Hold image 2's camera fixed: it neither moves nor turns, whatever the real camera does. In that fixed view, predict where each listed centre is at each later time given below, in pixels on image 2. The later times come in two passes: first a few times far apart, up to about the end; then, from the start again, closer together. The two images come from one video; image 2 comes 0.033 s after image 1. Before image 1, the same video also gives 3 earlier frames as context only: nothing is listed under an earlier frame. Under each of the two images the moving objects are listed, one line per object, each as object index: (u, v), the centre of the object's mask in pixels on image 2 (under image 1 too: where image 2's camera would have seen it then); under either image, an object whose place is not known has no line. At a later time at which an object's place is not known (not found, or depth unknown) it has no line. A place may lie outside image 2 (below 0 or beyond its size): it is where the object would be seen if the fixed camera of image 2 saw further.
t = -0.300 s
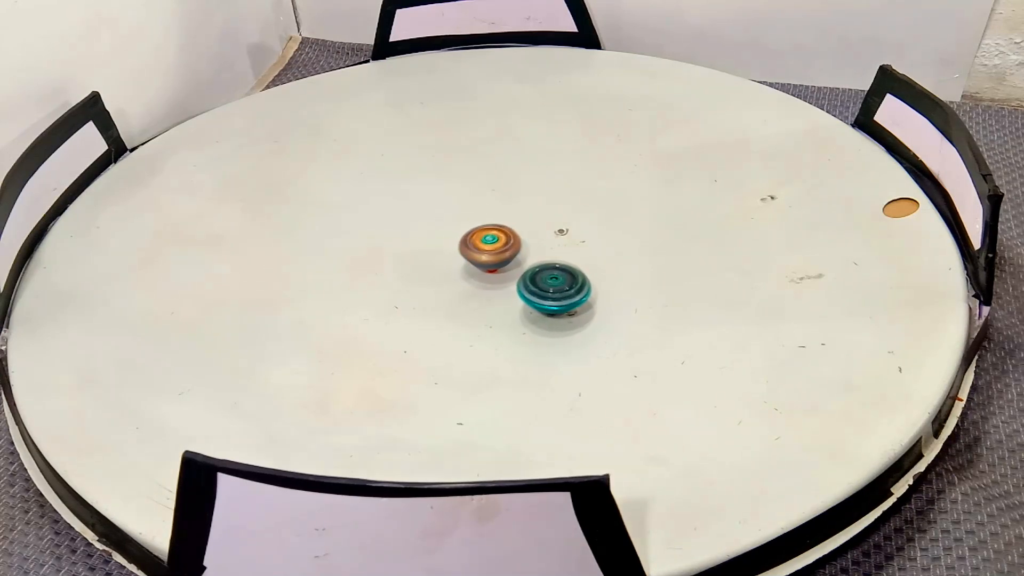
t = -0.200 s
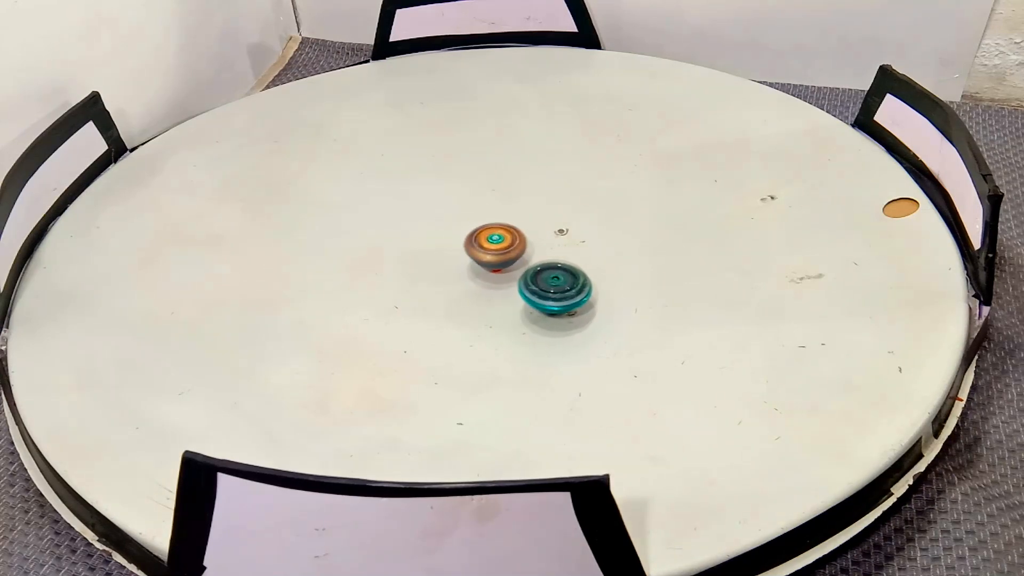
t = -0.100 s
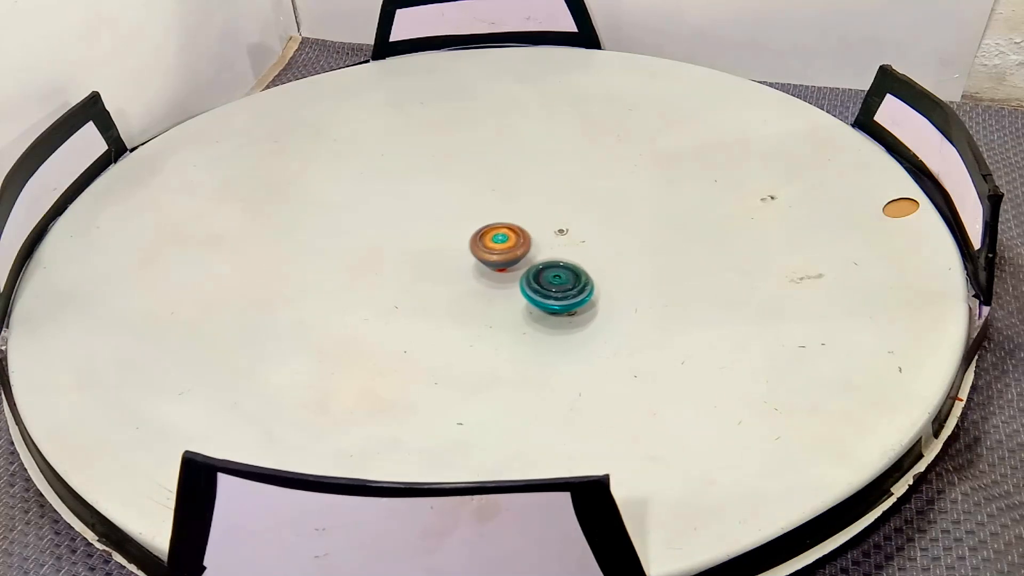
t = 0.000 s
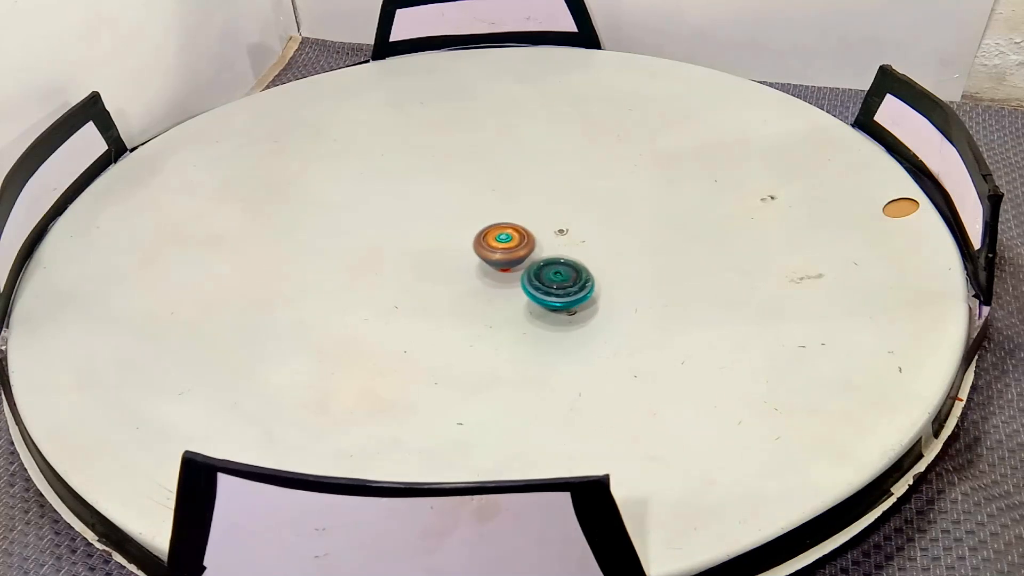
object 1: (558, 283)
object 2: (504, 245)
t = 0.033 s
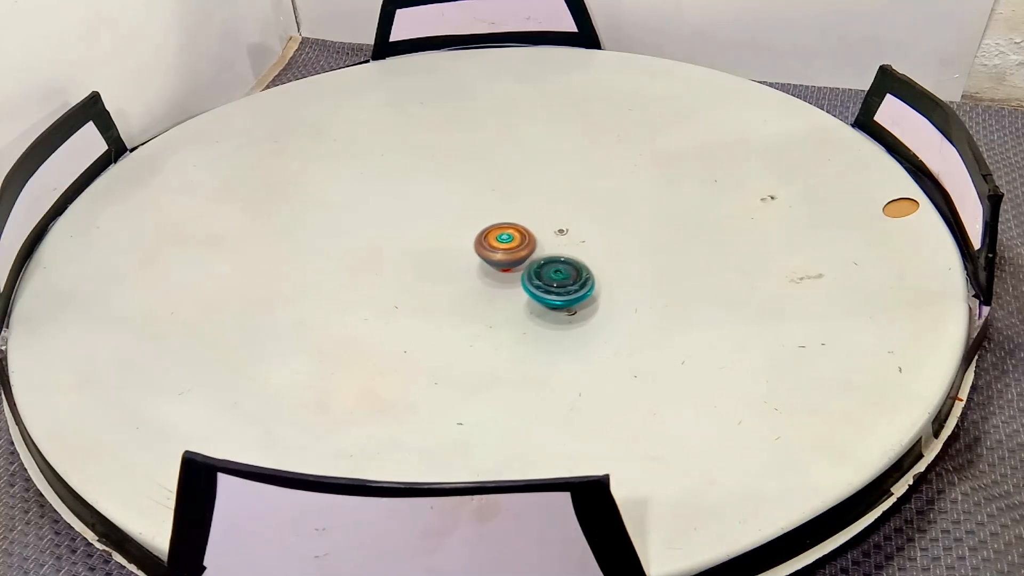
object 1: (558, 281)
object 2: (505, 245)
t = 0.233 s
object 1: (565, 275)
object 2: (505, 243)
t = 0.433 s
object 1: (575, 272)
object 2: (495, 239)
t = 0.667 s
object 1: (577, 270)
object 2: (483, 241)
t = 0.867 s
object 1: (570, 268)
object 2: (476, 249)
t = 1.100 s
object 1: (553, 265)
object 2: (475, 260)
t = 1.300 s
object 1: (545, 261)
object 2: (474, 267)
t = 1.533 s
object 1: (544, 254)
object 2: (477, 271)
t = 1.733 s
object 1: (550, 246)
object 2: (476, 271)
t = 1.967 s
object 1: (557, 240)
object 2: (475, 266)
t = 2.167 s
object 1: (559, 239)
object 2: (473, 260)
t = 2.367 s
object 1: (559, 238)
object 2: (470, 254)
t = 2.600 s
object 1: (553, 237)
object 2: (465, 248)
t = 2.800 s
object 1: (544, 234)
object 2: (461, 245)
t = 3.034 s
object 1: (533, 229)
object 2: (461, 244)
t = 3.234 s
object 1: (527, 225)
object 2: (466, 245)
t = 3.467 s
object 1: (534, 221)
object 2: (464, 249)
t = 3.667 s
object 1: (541, 222)
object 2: (469, 253)
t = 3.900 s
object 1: (545, 227)
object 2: (479, 255)
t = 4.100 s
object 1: (550, 229)
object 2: (476, 257)
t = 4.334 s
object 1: (549, 230)
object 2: (465, 264)
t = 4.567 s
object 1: (541, 230)
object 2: (465, 270)
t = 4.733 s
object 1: (532, 229)
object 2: (470, 272)
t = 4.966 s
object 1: (520, 227)
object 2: (478, 268)
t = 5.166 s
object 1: (515, 222)
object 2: (479, 261)
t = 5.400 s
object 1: (520, 214)
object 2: (466, 264)
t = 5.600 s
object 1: (529, 215)
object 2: (461, 268)
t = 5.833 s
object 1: (537, 223)
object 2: (463, 270)
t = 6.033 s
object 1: (534, 233)
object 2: (468, 267)
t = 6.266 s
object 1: (532, 234)
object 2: (461, 266)
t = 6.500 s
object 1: (527, 232)
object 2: (450, 271)
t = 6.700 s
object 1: (525, 230)
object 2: (451, 274)
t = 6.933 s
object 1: (523, 230)
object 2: (459, 271)
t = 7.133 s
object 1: (522, 231)
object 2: (464, 264)
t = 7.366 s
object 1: (522, 232)
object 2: (462, 255)
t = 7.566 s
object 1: (520, 232)
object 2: (452, 250)
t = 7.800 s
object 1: (516, 233)
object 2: (443, 250)
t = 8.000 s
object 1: (509, 233)
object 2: (444, 251)
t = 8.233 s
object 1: (514, 232)
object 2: (440, 255)
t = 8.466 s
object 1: (520, 235)
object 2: (446, 260)
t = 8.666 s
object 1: (522, 240)
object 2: (456, 259)
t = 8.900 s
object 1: (524, 245)
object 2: (451, 261)
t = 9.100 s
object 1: (519, 250)
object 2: (451, 264)
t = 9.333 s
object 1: (521, 250)
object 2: (450, 266)
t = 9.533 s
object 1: (522, 250)
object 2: (454, 266)
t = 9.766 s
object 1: (524, 250)
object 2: (450, 262)
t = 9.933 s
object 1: (524, 249)
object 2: (449, 259)
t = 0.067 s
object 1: (558, 279)
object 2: (506, 245)
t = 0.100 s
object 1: (559, 278)
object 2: (507, 246)
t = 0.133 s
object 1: (559, 276)
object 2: (508, 246)
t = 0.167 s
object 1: (559, 275)
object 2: (508, 246)
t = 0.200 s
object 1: (560, 274)
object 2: (508, 246)
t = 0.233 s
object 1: (565, 275)
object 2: (505, 243)
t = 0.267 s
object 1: (568, 276)
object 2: (503, 242)
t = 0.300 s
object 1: (569, 276)
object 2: (502, 241)
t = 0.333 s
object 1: (571, 275)
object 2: (500, 240)
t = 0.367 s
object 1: (573, 274)
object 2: (498, 239)
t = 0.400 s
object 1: (574, 273)
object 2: (497, 239)
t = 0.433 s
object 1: (575, 272)
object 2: (495, 239)
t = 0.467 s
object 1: (577, 272)
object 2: (493, 238)
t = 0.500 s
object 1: (577, 271)
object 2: (491, 238)
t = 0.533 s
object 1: (578, 271)
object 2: (489, 239)
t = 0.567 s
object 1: (577, 271)
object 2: (487, 239)
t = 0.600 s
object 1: (577, 271)
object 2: (486, 240)
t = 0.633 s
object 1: (577, 271)
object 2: (484, 240)
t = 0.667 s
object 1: (577, 270)
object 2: (483, 241)
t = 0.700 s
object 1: (576, 270)
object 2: (481, 242)
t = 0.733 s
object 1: (575, 269)
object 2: (480, 243)
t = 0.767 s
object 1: (574, 269)
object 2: (479, 244)
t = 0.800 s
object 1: (573, 269)
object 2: (478, 246)
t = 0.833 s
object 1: (572, 268)
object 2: (476, 247)
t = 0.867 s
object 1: (570, 268)
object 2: (476, 249)
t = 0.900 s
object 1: (568, 268)
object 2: (475, 250)
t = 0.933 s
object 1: (566, 267)
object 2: (475, 252)
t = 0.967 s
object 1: (563, 267)
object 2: (474, 254)
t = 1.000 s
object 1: (561, 267)
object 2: (474, 255)
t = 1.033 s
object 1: (558, 266)
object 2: (474, 257)
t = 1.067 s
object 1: (556, 266)
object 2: (474, 258)
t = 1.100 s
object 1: (553, 265)
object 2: (475, 260)
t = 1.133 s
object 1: (551, 265)
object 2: (475, 261)
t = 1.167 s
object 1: (548, 264)
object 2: (476, 263)
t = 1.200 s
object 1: (547, 264)
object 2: (476, 264)
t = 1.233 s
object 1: (546, 263)
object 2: (474, 265)
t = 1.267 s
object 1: (546, 262)
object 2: (474, 266)
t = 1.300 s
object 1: (545, 261)
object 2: (474, 267)
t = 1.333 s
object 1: (545, 260)
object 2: (474, 268)
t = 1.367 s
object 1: (544, 259)
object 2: (474, 269)
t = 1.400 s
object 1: (544, 258)
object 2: (475, 269)
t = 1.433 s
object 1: (544, 257)
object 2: (476, 270)
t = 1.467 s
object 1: (544, 256)
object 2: (476, 270)
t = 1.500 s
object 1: (544, 255)
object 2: (477, 271)
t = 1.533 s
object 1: (544, 254)
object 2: (477, 271)
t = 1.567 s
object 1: (545, 253)
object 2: (477, 271)
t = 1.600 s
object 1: (547, 251)
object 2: (477, 271)
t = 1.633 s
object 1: (548, 250)
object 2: (477, 271)
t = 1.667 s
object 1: (549, 249)
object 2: (476, 271)
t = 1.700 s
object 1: (550, 248)
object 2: (476, 271)
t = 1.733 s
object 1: (550, 246)
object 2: (476, 271)
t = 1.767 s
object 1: (552, 245)
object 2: (476, 270)
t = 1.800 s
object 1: (553, 244)
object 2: (476, 270)
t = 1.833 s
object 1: (554, 243)
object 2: (475, 269)
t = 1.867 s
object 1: (555, 242)
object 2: (475, 268)
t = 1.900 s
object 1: (556, 242)
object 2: (475, 268)
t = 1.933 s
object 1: (557, 241)
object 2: (475, 267)
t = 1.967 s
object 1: (557, 240)
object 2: (475, 266)
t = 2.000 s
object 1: (558, 240)
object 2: (475, 265)
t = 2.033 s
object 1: (558, 240)
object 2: (475, 264)
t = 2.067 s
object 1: (559, 239)
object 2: (474, 263)
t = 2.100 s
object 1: (559, 239)
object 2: (474, 262)
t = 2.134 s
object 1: (559, 239)
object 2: (474, 261)
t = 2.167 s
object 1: (559, 239)
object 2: (473, 260)
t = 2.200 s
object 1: (559, 239)
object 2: (473, 259)
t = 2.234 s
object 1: (559, 238)
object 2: (472, 258)
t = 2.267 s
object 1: (559, 238)
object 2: (472, 257)
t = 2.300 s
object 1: (559, 238)
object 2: (471, 256)
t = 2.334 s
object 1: (559, 238)
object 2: (471, 255)
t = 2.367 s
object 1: (559, 238)
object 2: (470, 254)
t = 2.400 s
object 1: (558, 238)
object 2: (470, 253)
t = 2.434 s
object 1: (558, 238)
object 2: (469, 252)
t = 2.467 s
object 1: (557, 238)
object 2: (468, 251)
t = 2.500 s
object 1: (556, 238)
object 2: (467, 250)
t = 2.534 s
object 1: (555, 237)
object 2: (467, 249)
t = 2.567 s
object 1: (554, 237)
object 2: (466, 249)
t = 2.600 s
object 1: (553, 237)
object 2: (465, 248)
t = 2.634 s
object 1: (552, 236)
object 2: (464, 247)
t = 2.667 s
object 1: (550, 236)
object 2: (464, 246)
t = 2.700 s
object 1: (549, 235)
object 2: (463, 246)
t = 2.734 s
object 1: (547, 235)
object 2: (462, 246)
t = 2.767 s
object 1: (545, 234)
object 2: (462, 245)
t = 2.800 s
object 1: (544, 234)
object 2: (461, 245)
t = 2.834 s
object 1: (542, 233)
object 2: (461, 245)
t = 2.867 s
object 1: (541, 232)
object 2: (461, 244)
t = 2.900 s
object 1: (539, 232)
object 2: (461, 244)
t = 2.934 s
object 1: (538, 231)
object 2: (461, 244)
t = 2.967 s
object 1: (536, 231)
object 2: (461, 244)
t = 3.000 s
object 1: (535, 230)
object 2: (461, 244)
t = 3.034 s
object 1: (533, 229)
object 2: (461, 244)
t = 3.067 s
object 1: (532, 228)
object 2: (462, 244)
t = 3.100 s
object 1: (531, 228)
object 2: (462, 245)
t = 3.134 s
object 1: (530, 227)
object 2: (463, 245)
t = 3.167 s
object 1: (529, 226)
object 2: (464, 245)
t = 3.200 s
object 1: (527, 226)
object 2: (465, 245)
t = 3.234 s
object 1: (527, 225)
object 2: (466, 245)
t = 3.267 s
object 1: (527, 224)
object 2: (466, 246)
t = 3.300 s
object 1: (528, 224)
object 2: (464, 247)
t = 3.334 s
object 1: (529, 223)
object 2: (464, 247)
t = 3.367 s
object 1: (530, 222)
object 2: (464, 247)
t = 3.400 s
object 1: (531, 222)
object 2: (464, 248)
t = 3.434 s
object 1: (533, 222)
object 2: (464, 248)
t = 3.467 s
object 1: (534, 221)
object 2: (464, 249)
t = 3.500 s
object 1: (535, 221)
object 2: (464, 250)
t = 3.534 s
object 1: (536, 221)
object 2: (465, 250)
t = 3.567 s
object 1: (538, 221)
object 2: (466, 251)
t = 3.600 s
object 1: (539, 221)
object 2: (467, 252)
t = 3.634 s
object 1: (540, 222)
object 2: (468, 252)
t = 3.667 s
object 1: (541, 222)
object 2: (469, 253)
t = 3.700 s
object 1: (542, 223)
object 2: (470, 253)
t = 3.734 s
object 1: (543, 223)
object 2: (472, 254)
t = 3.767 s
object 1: (543, 224)
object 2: (473, 254)
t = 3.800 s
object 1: (544, 225)
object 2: (474, 254)
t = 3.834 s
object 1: (544, 225)
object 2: (476, 255)
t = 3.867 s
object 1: (545, 226)
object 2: (477, 255)
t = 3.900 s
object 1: (545, 227)
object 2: (479, 255)
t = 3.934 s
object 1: (545, 228)
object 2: (480, 255)
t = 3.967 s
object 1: (545, 228)
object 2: (482, 254)
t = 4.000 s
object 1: (544, 229)
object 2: (483, 254)
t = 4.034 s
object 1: (544, 230)
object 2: (485, 254)
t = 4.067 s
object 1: (547, 229)
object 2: (480, 255)
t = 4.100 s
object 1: (550, 229)
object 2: (476, 257)
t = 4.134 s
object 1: (550, 230)
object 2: (475, 258)
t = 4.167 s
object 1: (550, 229)
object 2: (472, 258)
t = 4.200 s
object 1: (550, 229)
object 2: (470, 260)
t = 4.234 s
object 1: (550, 229)
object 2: (469, 261)
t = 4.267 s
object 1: (550, 229)
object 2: (468, 262)
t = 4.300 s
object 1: (550, 229)
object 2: (466, 263)
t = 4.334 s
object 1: (549, 230)
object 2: (465, 264)
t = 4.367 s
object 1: (548, 230)
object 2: (464, 265)
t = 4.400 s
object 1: (548, 230)
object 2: (464, 266)
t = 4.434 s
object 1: (547, 230)
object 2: (464, 267)
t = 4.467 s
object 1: (545, 230)
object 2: (464, 268)
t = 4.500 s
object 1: (544, 230)
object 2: (464, 269)
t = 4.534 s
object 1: (542, 230)
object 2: (465, 270)
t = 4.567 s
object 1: (541, 230)
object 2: (465, 270)
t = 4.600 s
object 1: (539, 230)
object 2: (466, 271)
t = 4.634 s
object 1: (537, 230)
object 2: (467, 271)
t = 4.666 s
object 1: (535, 230)
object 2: (468, 272)
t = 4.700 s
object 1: (534, 230)
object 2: (469, 272)
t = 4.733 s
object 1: (532, 229)
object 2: (470, 272)
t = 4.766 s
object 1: (530, 229)
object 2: (471, 272)
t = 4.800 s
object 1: (528, 229)
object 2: (473, 271)
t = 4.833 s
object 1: (527, 228)
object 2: (474, 271)
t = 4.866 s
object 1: (525, 228)
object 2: (475, 270)
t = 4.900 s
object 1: (523, 228)
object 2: (476, 270)
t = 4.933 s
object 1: (522, 227)
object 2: (477, 269)
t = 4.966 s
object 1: (520, 227)
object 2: (478, 268)
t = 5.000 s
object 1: (518, 226)
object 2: (479, 266)
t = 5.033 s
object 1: (517, 225)
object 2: (479, 265)
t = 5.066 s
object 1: (516, 225)
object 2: (479, 264)
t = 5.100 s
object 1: (515, 224)
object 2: (479, 263)
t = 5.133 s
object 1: (514, 223)
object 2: (479, 262)
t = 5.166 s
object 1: (515, 222)
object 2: (479, 261)
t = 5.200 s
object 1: (514, 221)
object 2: (478, 260)
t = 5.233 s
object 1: (515, 219)
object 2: (476, 261)
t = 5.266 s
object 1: (516, 218)
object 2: (474, 262)
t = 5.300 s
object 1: (517, 217)
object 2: (471, 262)
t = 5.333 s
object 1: (518, 216)
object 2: (470, 263)
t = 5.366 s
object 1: (519, 215)
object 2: (468, 263)
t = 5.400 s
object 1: (520, 214)
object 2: (466, 264)
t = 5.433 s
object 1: (522, 214)
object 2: (465, 265)
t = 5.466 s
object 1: (523, 214)
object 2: (464, 265)
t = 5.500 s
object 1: (524, 214)
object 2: (463, 266)
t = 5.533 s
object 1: (526, 214)
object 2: (462, 267)
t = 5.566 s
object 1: (528, 215)
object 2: (462, 267)
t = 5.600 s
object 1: (529, 215)
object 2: (461, 268)
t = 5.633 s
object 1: (531, 216)
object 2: (461, 268)
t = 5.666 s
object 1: (532, 217)
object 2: (461, 269)
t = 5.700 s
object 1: (533, 218)
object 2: (461, 269)
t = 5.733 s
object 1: (534, 220)
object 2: (461, 269)
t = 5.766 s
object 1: (536, 221)
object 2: (462, 270)
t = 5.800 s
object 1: (536, 222)
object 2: (462, 270)
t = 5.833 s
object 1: (537, 223)
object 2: (463, 270)
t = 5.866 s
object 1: (537, 225)
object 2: (464, 269)
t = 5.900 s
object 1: (537, 226)
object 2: (464, 269)
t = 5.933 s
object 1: (537, 228)
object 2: (466, 269)
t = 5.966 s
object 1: (536, 229)
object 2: (466, 268)
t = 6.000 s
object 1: (535, 231)
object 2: (467, 268)
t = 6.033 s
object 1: (534, 233)
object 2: (468, 267)
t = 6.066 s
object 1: (533, 234)
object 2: (468, 266)
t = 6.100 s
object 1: (531, 236)
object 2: (469, 265)
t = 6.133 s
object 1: (529, 237)
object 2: (470, 264)
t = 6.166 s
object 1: (527, 238)
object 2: (470, 263)
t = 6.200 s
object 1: (529, 236)
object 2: (466, 264)
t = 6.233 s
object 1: (532, 235)
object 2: (463, 266)
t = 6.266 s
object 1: (532, 234)
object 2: (461, 266)
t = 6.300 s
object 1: (531, 234)
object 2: (459, 266)
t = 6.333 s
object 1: (530, 233)
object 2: (456, 267)
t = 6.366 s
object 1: (529, 233)
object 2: (455, 267)
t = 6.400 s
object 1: (529, 233)
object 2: (453, 268)
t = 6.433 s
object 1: (528, 232)
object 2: (452, 269)
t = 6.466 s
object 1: (527, 232)
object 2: (451, 270)
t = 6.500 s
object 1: (527, 232)
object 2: (450, 271)
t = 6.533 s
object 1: (526, 231)
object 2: (450, 272)
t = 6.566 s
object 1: (525, 231)
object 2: (449, 272)
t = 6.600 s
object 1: (525, 231)
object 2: (449, 273)
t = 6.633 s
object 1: (525, 230)
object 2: (450, 273)
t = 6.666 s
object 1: (524, 230)
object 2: (450, 273)
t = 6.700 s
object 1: (525, 230)
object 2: (451, 274)
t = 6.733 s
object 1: (524, 230)
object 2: (452, 274)
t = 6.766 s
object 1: (524, 230)
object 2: (452, 274)
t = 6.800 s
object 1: (524, 230)
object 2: (454, 274)
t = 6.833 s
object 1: (524, 230)
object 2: (455, 273)
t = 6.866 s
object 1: (523, 230)
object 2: (456, 273)
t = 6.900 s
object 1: (523, 230)
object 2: (458, 272)
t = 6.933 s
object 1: (523, 230)
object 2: (459, 271)
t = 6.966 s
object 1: (523, 230)
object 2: (460, 270)
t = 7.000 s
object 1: (523, 230)
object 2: (461, 269)
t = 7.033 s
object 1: (523, 230)
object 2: (462, 268)
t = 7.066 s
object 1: (522, 230)
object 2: (463, 267)
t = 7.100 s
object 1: (522, 231)
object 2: (464, 265)
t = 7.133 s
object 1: (522, 231)
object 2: (464, 264)
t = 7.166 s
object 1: (522, 231)
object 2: (464, 262)
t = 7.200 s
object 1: (522, 231)
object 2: (465, 260)
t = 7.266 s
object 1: (522, 231)
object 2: (465, 259)
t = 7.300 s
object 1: (522, 231)
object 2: (464, 258)
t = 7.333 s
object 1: (523, 232)
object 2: (463, 257)
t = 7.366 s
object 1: (522, 232)
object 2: (462, 255)
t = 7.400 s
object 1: (521, 232)
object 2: (459, 254)
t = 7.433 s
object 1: (522, 232)
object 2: (458, 253)
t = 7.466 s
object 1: (521, 232)
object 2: (457, 252)
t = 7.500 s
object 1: (521, 232)
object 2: (454, 251)
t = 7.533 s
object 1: (521, 232)
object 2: (453, 251)
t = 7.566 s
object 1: (520, 232)
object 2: (452, 250)
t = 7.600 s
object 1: (520, 232)
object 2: (449, 250)
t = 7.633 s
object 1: (520, 232)
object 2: (449, 249)
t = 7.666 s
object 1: (519, 232)
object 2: (447, 249)
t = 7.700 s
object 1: (518, 232)
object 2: (446, 249)
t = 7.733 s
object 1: (517, 233)
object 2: (445, 249)
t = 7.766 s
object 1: (516, 233)
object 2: (444, 249)
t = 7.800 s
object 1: (516, 233)
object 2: (443, 250)
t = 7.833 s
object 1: (515, 233)
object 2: (443, 250)
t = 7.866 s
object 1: (513, 233)
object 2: (442, 250)
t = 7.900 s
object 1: (513, 233)
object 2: (442, 250)
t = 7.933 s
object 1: (511, 233)
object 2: (443, 251)
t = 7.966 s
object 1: (510, 233)
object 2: (443, 251)
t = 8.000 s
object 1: (509, 233)
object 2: (444, 251)
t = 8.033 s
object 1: (508, 233)
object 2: (445, 252)
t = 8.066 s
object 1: (509, 233)
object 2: (443, 252)
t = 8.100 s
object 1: (508, 234)
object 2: (445, 252)
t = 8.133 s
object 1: (509, 233)
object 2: (442, 253)
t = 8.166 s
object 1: (512, 232)
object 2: (440, 254)
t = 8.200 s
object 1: (513, 232)
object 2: (441, 255)
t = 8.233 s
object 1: (514, 232)
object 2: (440, 255)
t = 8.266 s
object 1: (515, 232)
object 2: (439, 256)
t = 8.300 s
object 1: (516, 232)
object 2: (441, 257)
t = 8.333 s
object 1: (517, 233)
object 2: (441, 258)
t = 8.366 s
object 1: (518, 233)
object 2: (442, 259)
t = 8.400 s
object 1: (519, 234)
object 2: (444, 259)
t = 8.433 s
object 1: (520, 234)
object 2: (445, 260)
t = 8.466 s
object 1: (520, 235)
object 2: (446, 260)
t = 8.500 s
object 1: (520, 236)
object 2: (449, 260)
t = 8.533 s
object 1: (521, 237)
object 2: (450, 260)
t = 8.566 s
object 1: (521, 238)
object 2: (452, 260)
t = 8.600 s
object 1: (520, 239)
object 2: (455, 260)
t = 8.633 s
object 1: (520, 240)
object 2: (457, 259)
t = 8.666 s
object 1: (522, 240)
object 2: (456, 259)
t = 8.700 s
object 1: (522, 241)
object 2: (457, 259)
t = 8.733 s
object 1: (524, 242)
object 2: (455, 259)
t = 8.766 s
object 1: (524, 243)
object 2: (454, 260)
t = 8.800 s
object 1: (524, 243)
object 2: (453, 260)
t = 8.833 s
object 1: (525, 244)
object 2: (451, 260)
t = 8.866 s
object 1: (524, 245)
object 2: (451, 261)
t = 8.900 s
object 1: (524, 245)
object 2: (451, 261)
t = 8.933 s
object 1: (524, 246)
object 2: (449, 262)
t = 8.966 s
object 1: (523, 247)
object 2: (449, 263)
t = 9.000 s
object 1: (522, 248)
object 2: (450, 263)
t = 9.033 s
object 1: (521, 248)
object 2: (449, 263)
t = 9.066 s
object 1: (520, 249)
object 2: (450, 264)
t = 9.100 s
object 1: (519, 250)
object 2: (451, 264)
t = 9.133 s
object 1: (518, 250)
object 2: (451, 265)
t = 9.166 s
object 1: (520, 250)
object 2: (449, 265)
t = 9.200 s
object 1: (521, 250)
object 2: (449, 266)
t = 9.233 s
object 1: (520, 250)
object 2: (449, 266)
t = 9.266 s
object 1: (522, 250)
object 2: (448, 266)
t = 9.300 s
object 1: (521, 250)
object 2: (449, 267)
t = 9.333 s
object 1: (521, 250)
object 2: (450, 266)
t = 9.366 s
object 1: (521, 250)
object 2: (448, 267)
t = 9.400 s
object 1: (521, 250)
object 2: (450, 267)
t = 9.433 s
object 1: (522, 250)
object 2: (451, 267)
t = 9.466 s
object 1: (521, 250)
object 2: (451, 267)
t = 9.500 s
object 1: (521, 250)
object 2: (452, 267)
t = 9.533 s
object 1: (522, 250)
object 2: (454, 266)
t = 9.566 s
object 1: (523, 250)
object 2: (452, 265)
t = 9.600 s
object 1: (523, 250)
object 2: (452, 266)
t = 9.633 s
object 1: (523, 250)
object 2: (452, 264)
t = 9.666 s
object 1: (524, 250)
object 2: (451, 264)
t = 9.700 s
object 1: (524, 249)
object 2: (450, 264)
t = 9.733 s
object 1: (524, 250)
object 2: (451, 263)
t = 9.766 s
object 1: (524, 250)
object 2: (450, 262)
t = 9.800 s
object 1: (524, 249)
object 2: (449, 262)
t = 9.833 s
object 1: (524, 249)
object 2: (449, 262)
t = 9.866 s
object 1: (524, 249)
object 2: (450, 261)
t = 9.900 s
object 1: (523, 249)
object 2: (450, 260)
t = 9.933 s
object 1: (524, 249)
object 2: (449, 259)
